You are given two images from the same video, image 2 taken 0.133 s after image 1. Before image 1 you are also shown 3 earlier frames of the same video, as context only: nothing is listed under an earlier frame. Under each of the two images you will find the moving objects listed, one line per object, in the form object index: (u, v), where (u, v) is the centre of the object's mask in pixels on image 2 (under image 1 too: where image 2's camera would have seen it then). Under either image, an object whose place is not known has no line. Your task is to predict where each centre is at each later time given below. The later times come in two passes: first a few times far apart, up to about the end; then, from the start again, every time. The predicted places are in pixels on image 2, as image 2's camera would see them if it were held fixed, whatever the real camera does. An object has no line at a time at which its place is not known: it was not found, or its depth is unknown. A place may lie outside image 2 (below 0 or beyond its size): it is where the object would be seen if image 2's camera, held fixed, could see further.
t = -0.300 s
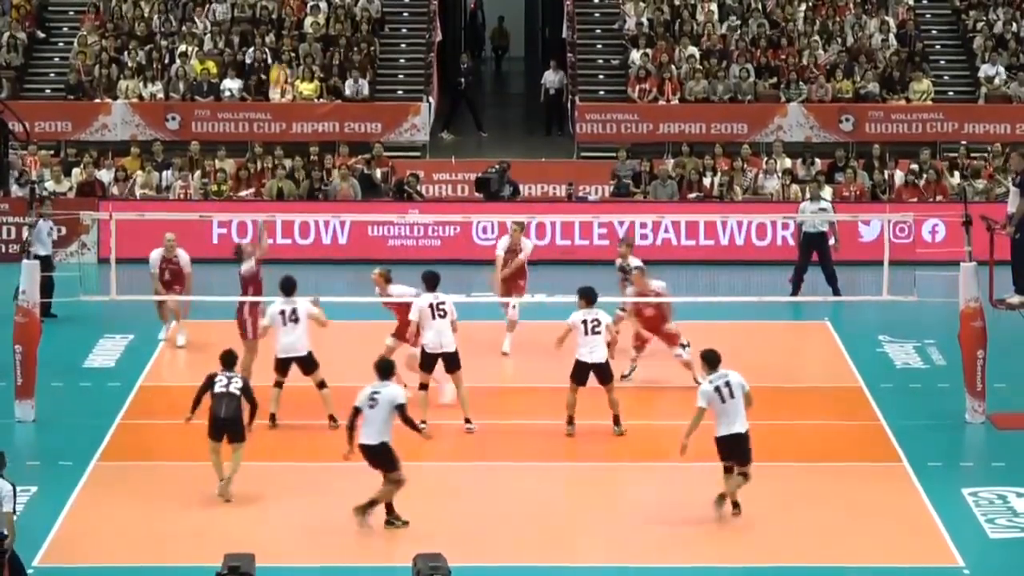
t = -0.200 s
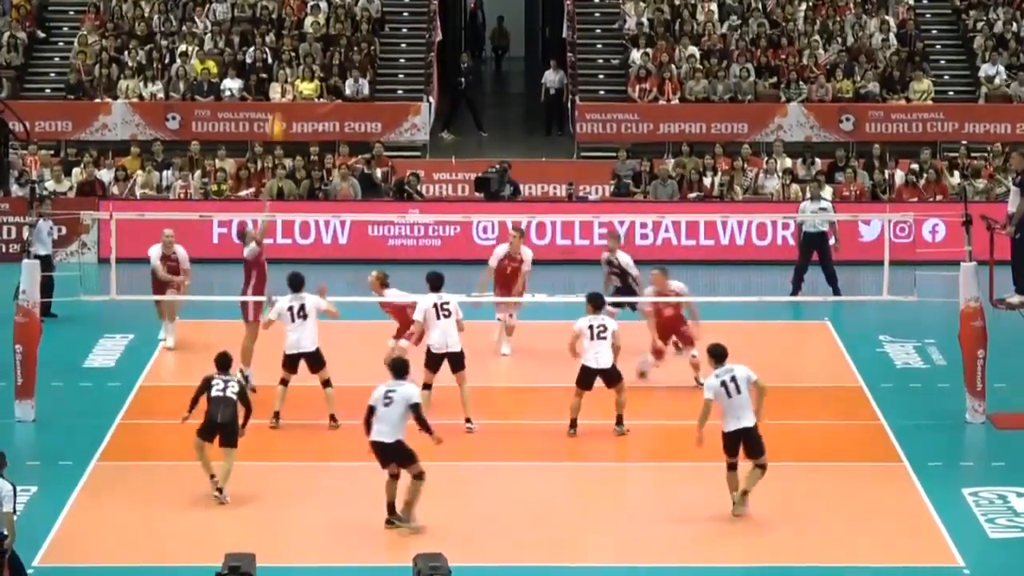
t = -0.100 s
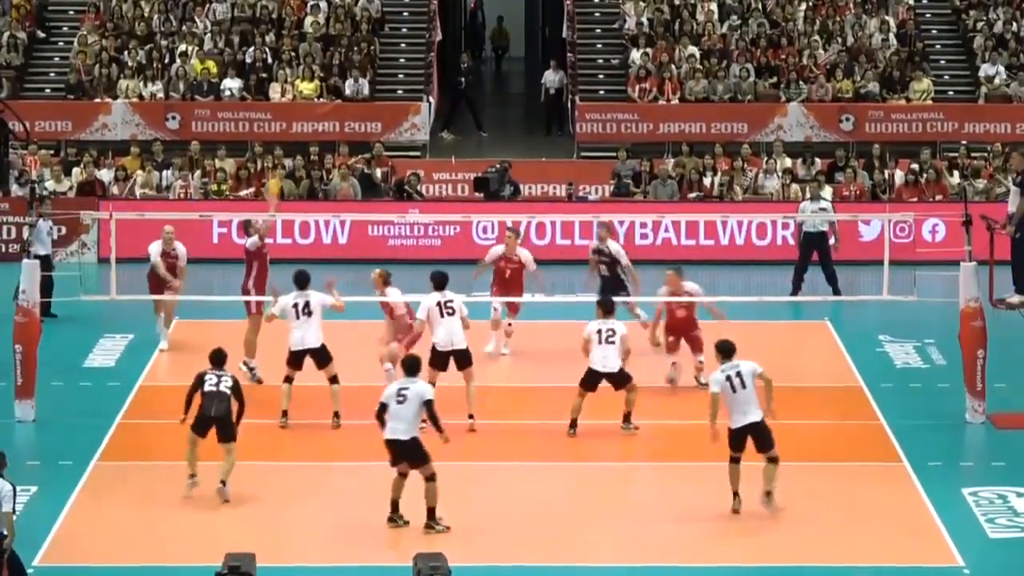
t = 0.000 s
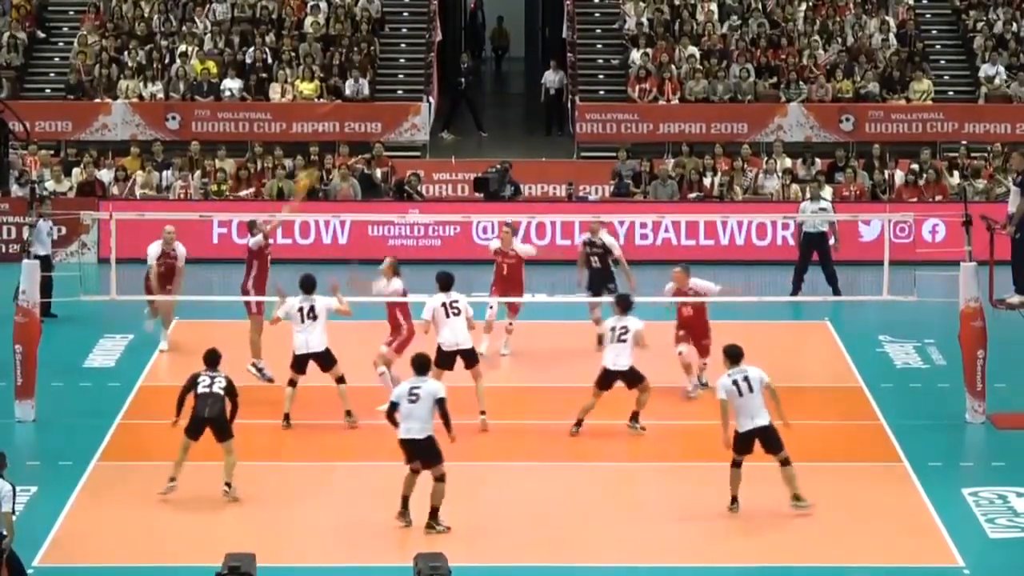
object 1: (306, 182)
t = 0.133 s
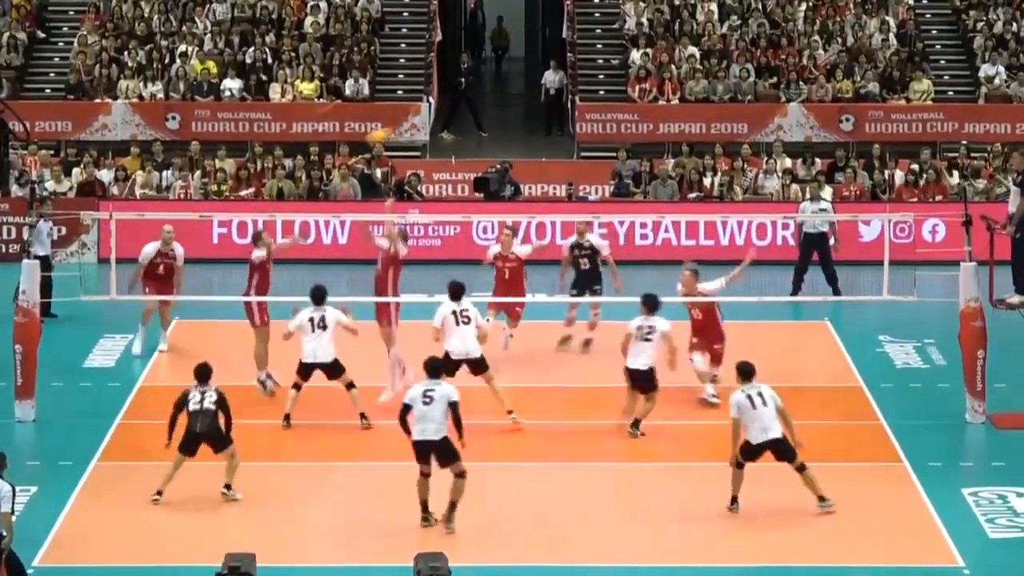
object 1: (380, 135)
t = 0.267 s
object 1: (454, 108)
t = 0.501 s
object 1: (575, 94)
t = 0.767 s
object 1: (712, 136)
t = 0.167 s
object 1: (398, 128)
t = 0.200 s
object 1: (417, 121)
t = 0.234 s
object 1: (440, 113)
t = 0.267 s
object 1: (454, 108)
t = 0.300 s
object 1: (471, 104)
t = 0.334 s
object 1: (489, 101)
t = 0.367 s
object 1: (507, 98)
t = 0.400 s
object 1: (524, 96)
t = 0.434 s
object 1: (542, 95)
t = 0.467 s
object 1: (559, 94)
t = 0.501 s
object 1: (575, 94)
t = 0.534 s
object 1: (593, 96)
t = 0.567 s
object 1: (611, 97)
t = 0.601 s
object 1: (628, 102)
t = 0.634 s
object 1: (645, 108)
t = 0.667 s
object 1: (660, 110)
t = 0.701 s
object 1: (677, 118)
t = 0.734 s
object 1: (694, 126)
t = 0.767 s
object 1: (712, 136)
